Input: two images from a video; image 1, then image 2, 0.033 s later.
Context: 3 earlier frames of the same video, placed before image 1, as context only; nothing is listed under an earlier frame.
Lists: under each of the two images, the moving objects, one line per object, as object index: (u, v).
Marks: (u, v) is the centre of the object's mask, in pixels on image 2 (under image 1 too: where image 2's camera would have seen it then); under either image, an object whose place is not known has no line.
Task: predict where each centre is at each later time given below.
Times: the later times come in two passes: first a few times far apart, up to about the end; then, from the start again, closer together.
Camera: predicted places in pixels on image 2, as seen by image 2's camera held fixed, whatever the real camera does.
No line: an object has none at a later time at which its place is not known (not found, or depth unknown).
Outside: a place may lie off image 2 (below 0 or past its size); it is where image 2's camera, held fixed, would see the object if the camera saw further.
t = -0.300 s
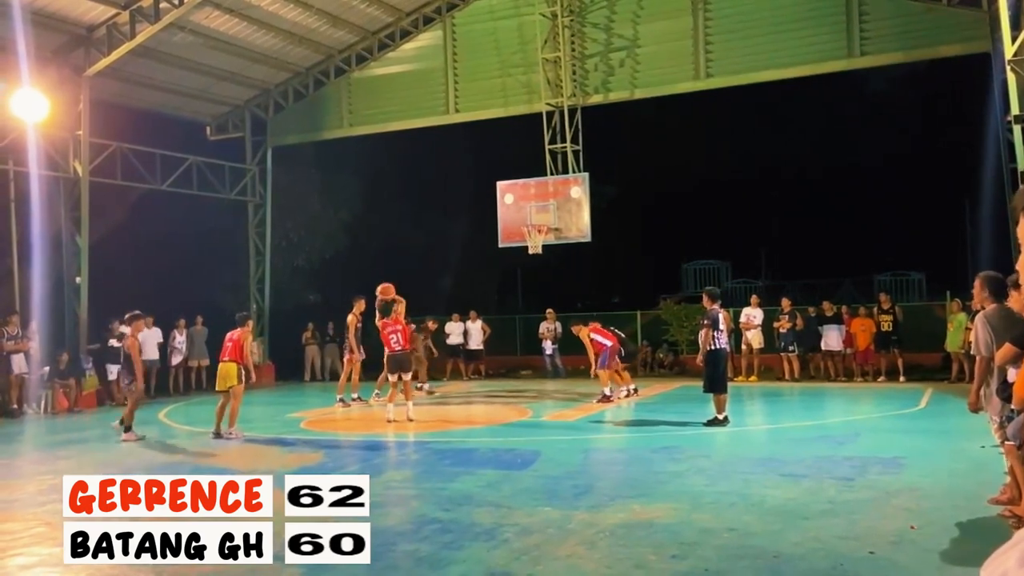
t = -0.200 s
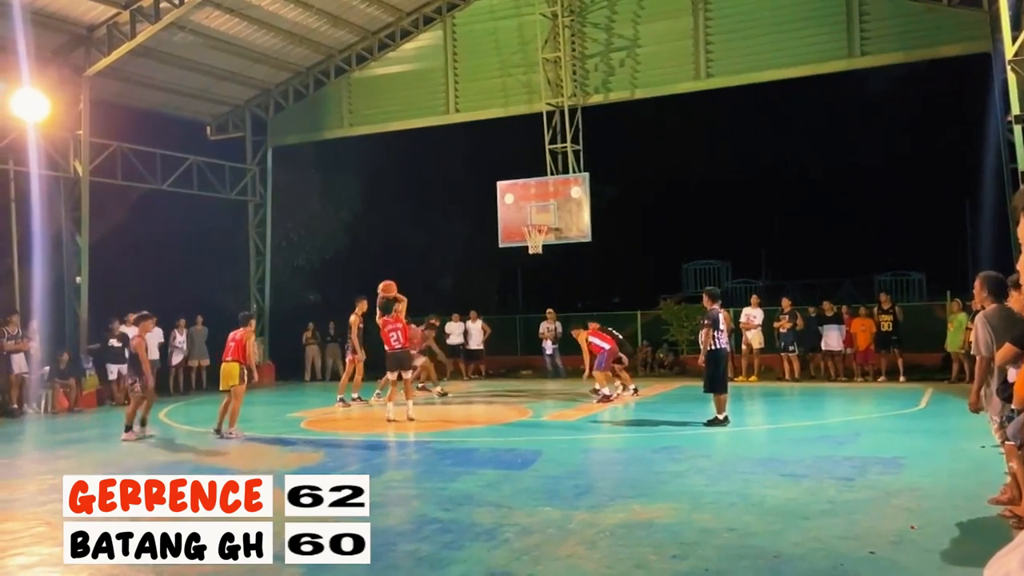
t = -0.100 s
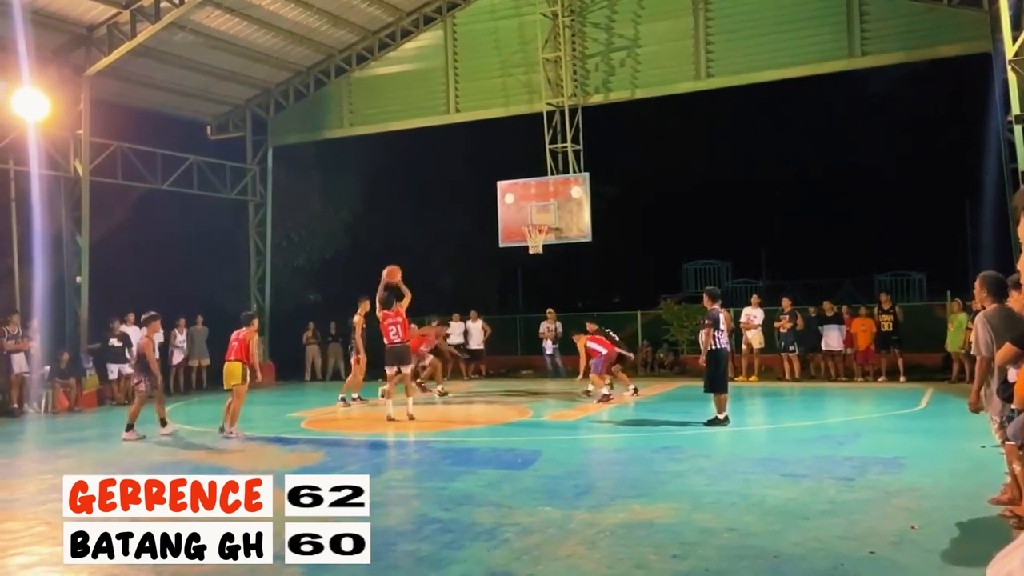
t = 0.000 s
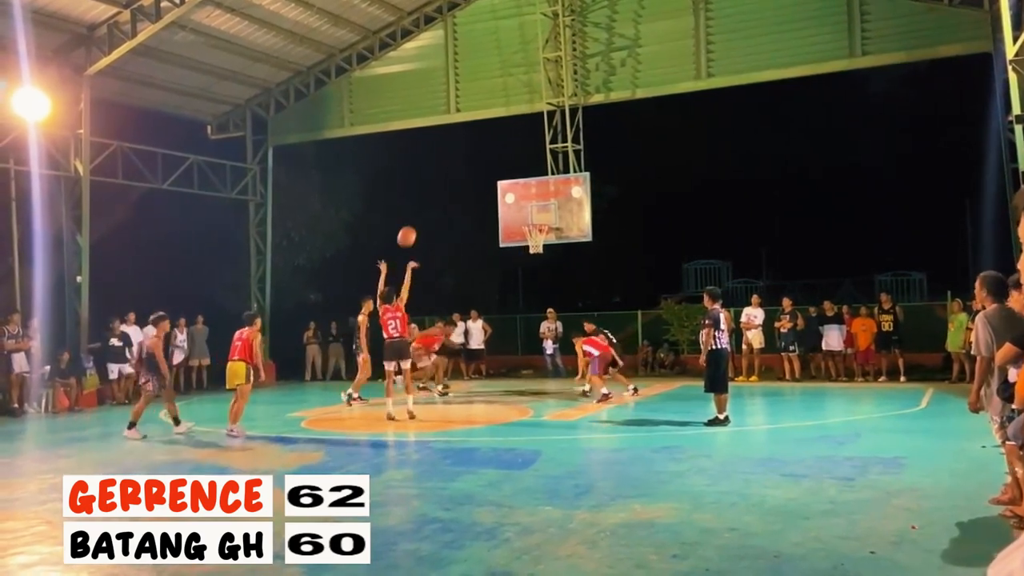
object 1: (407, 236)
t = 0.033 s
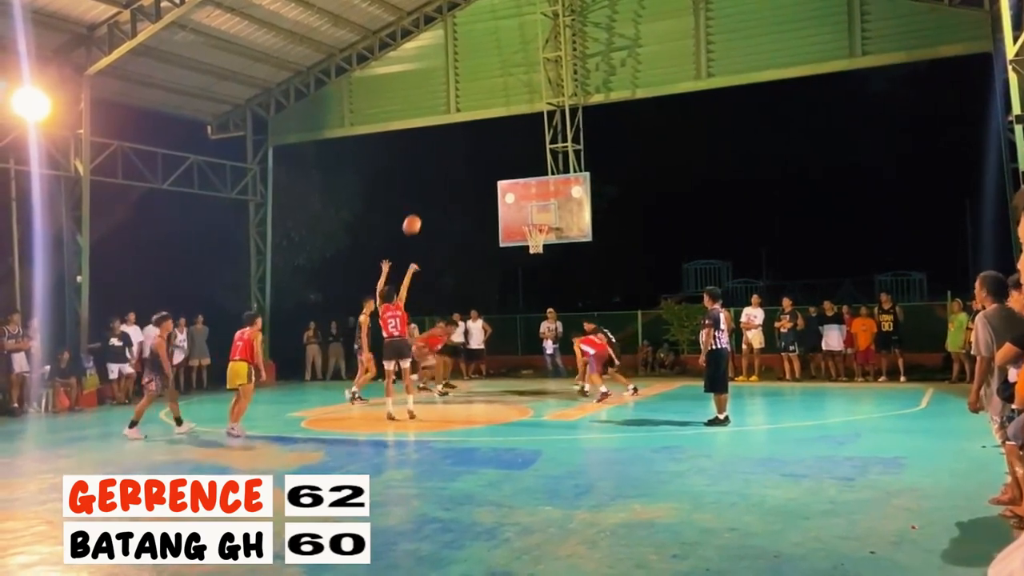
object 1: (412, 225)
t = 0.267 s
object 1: (446, 168)
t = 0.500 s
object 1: (477, 151)
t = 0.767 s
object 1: (508, 171)
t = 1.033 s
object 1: (537, 221)
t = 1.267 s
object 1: (527, 206)
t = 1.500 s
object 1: (515, 221)
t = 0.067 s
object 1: (417, 214)
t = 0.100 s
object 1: (422, 204)
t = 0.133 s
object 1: (427, 195)
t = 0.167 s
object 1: (432, 187)
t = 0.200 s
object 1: (436, 180)
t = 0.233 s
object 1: (441, 174)
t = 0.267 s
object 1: (446, 168)
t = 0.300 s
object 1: (451, 164)
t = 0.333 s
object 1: (455, 160)
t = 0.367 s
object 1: (459, 157)
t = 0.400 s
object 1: (464, 154)
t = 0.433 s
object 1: (468, 152)
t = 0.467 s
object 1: (472, 152)
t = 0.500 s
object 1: (477, 151)
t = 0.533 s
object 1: (481, 151)
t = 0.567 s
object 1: (485, 152)
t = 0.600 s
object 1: (489, 154)
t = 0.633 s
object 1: (493, 156)
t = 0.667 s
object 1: (497, 159)
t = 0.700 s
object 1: (501, 162)
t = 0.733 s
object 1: (505, 166)
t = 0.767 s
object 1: (508, 171)
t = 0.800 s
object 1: (512, 175)
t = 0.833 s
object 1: (516, 180)
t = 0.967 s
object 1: (530, 209)
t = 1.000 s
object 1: (535, 215)
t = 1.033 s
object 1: (537, 221)
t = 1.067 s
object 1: (536, 219)
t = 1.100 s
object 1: (534, 216)
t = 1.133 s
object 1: (533, 212)
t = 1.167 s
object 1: (531, 210)
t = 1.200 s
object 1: (530, 208)
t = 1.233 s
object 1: (528, 207)
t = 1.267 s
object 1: (527, 206)
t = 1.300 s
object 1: (526, 206)
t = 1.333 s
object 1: (525, 206)
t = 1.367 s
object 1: (523, 207)
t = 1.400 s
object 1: (521, 210)
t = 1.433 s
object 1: (519, 212)
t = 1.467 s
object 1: (518, 216)
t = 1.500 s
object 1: (515, 221)
